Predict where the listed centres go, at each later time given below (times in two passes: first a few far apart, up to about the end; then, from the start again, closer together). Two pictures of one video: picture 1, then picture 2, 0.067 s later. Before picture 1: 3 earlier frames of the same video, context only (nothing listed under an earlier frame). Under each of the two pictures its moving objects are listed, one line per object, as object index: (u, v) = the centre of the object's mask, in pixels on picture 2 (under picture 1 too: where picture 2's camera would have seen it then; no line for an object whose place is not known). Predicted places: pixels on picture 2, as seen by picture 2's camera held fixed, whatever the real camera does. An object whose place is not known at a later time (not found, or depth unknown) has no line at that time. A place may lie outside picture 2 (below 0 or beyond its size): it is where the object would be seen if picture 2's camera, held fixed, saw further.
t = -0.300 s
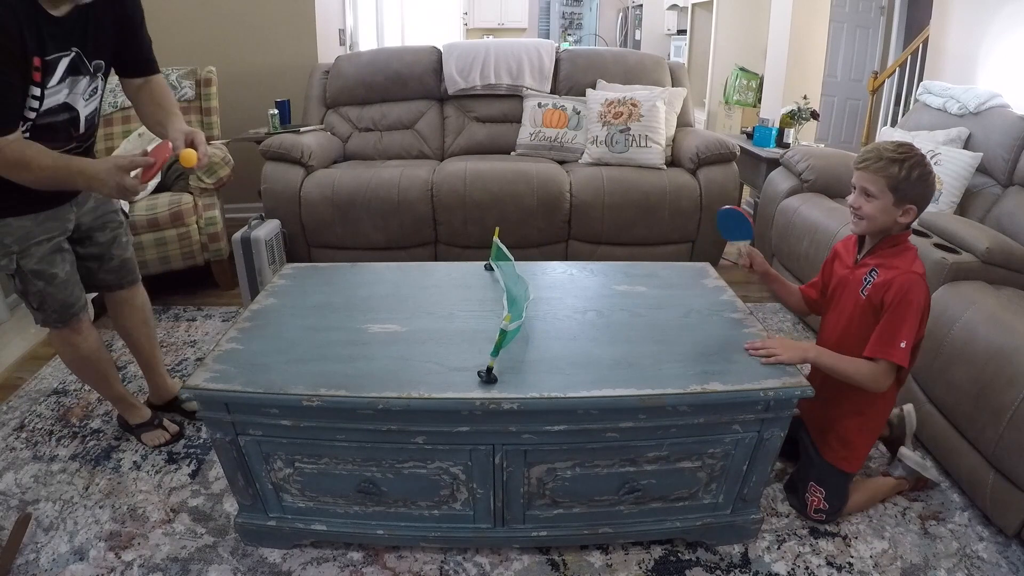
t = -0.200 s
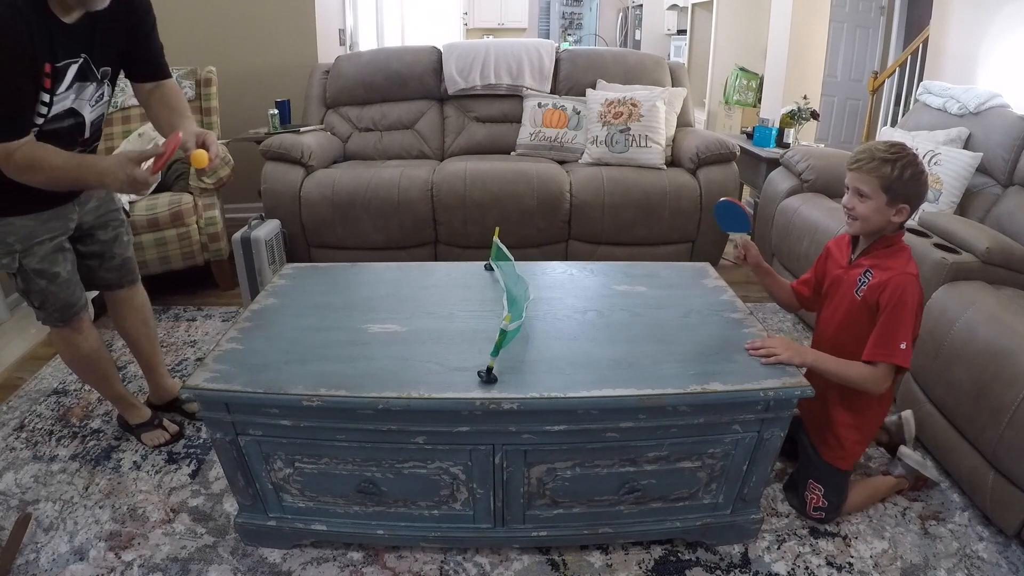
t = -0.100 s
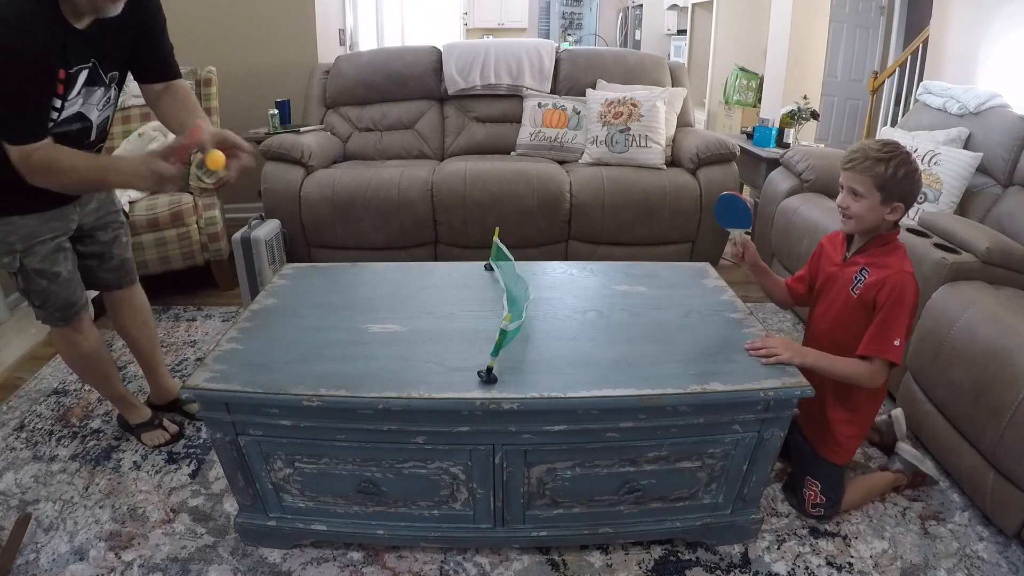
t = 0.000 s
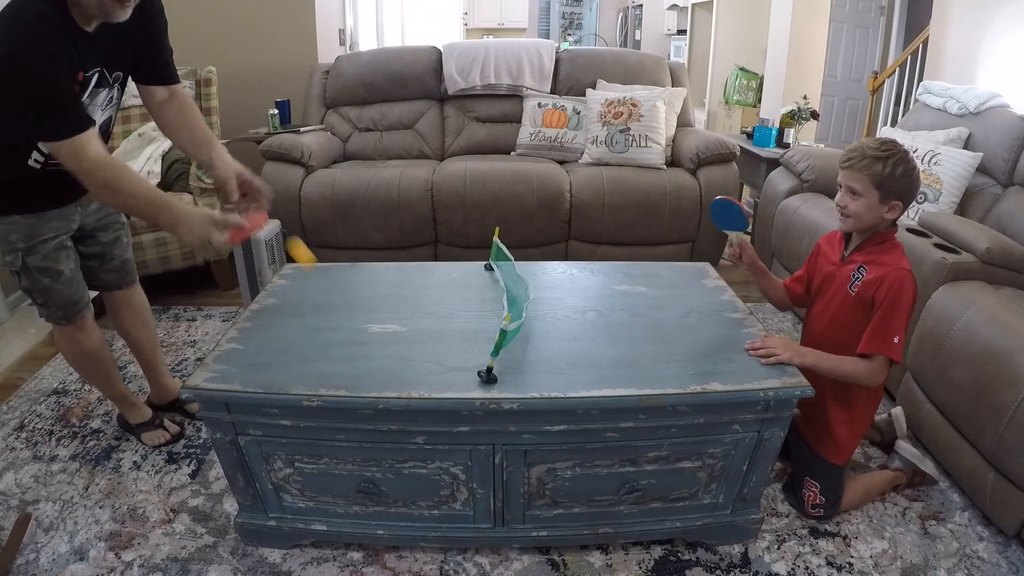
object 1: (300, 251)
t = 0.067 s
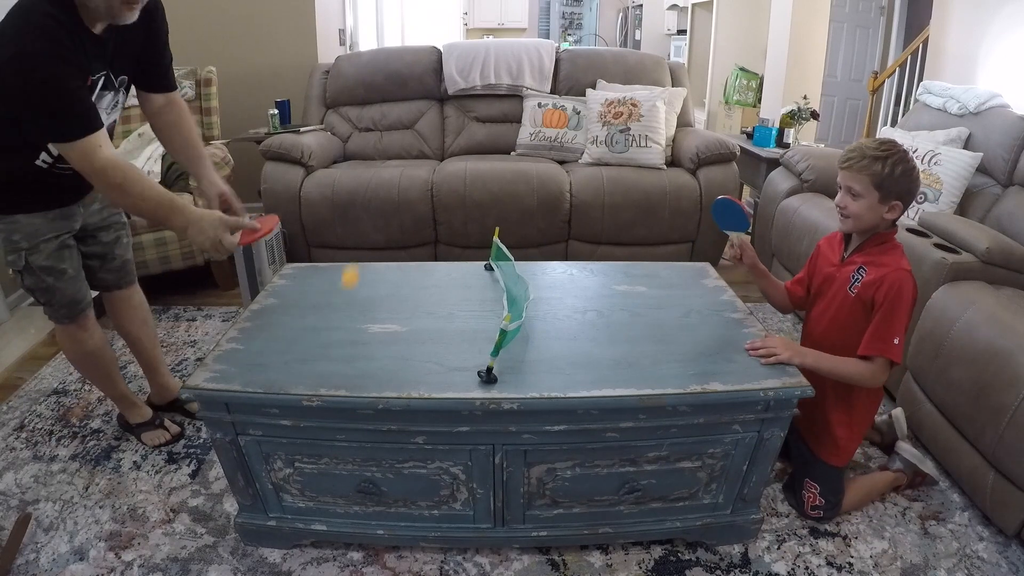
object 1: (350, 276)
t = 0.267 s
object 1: (422, 148)
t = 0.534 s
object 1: (520, 242)
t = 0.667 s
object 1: (552, 202)
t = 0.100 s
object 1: (360, 245)
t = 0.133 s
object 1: (371, 217)
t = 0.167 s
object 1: (383, 192)
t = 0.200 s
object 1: (396, 172)
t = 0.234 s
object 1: (409, 157)
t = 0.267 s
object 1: (422, 148)
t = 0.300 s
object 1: (436, 144)
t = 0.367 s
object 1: (462, 149)
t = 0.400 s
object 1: (475, 159)
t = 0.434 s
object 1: (487, 175)
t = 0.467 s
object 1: (499, 193)
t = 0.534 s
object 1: (520, 242)
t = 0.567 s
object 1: (529, 262)
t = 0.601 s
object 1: (536, 240)
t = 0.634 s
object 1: (544, 219)
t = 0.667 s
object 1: (552, 202)
